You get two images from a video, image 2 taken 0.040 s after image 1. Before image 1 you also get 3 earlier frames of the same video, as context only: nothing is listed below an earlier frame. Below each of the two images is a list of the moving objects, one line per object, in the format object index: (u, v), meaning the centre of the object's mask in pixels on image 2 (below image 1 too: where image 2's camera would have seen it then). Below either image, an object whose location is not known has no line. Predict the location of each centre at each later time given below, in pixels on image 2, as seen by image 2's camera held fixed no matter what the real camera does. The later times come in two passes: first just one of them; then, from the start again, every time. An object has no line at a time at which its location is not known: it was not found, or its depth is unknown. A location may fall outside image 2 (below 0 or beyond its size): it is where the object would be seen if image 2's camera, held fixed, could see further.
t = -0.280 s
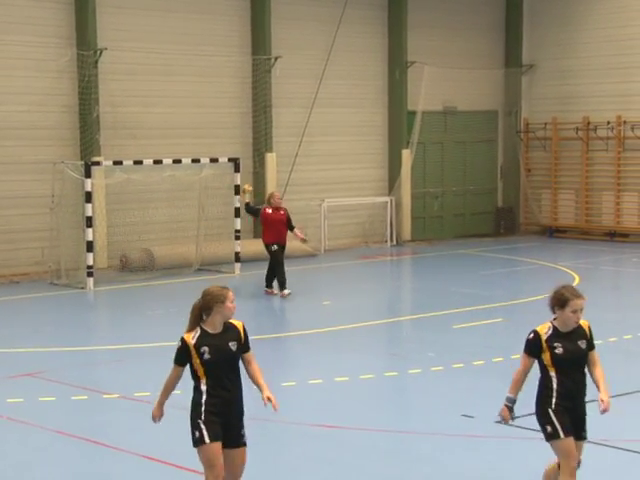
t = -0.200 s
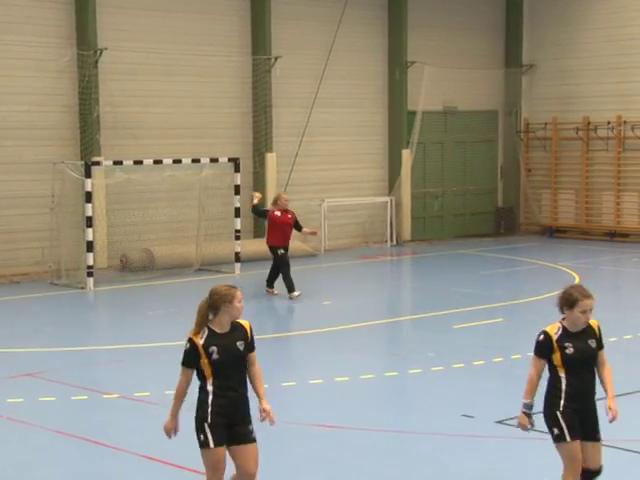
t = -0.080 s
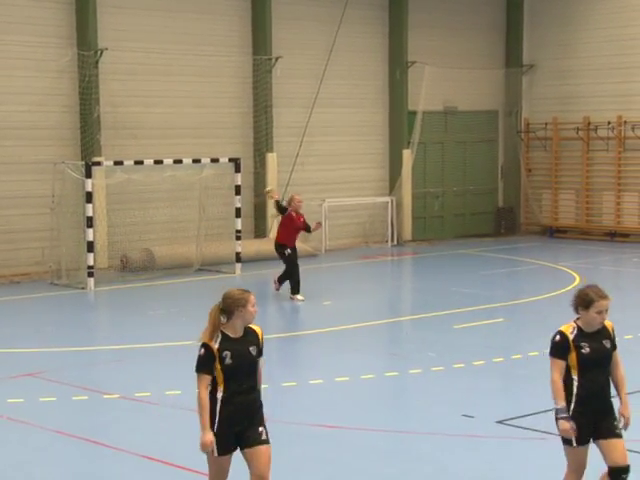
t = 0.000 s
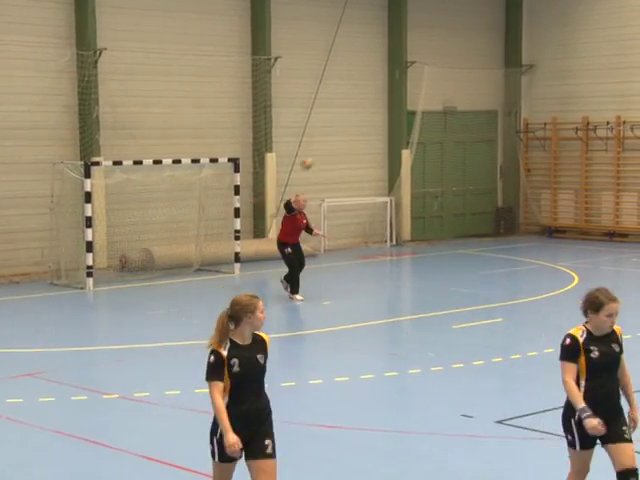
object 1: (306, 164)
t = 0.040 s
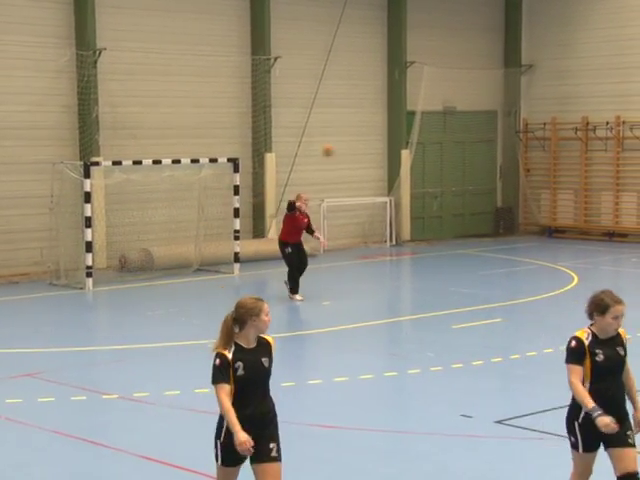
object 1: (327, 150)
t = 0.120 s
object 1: (374, 125)
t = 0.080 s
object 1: (350, 138)
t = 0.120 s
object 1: (374, 125)
